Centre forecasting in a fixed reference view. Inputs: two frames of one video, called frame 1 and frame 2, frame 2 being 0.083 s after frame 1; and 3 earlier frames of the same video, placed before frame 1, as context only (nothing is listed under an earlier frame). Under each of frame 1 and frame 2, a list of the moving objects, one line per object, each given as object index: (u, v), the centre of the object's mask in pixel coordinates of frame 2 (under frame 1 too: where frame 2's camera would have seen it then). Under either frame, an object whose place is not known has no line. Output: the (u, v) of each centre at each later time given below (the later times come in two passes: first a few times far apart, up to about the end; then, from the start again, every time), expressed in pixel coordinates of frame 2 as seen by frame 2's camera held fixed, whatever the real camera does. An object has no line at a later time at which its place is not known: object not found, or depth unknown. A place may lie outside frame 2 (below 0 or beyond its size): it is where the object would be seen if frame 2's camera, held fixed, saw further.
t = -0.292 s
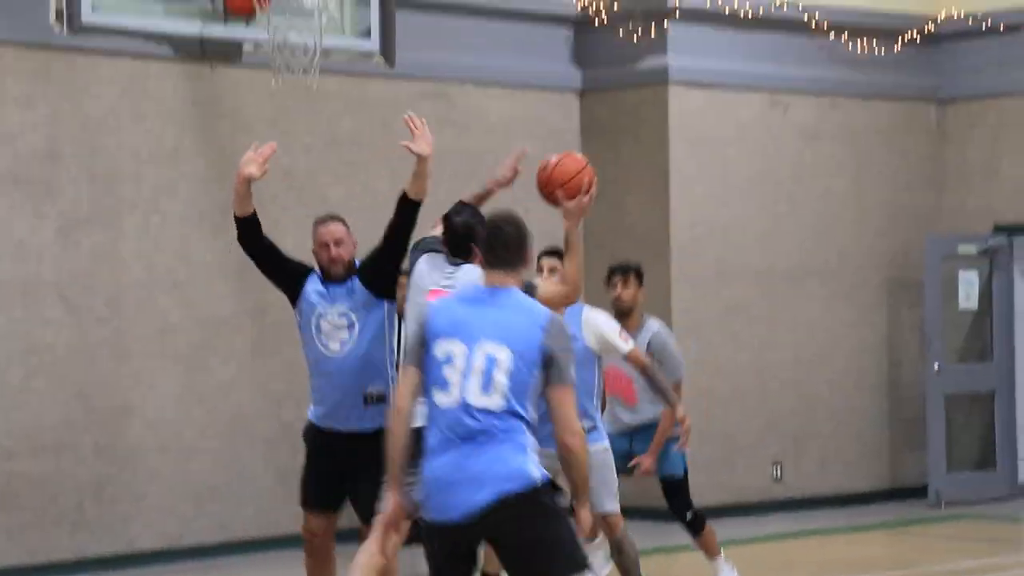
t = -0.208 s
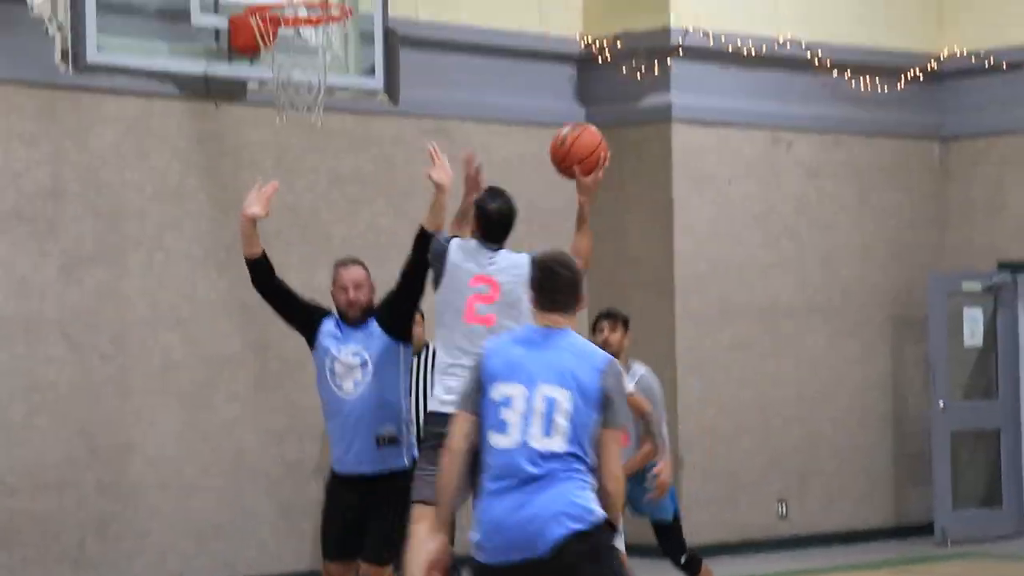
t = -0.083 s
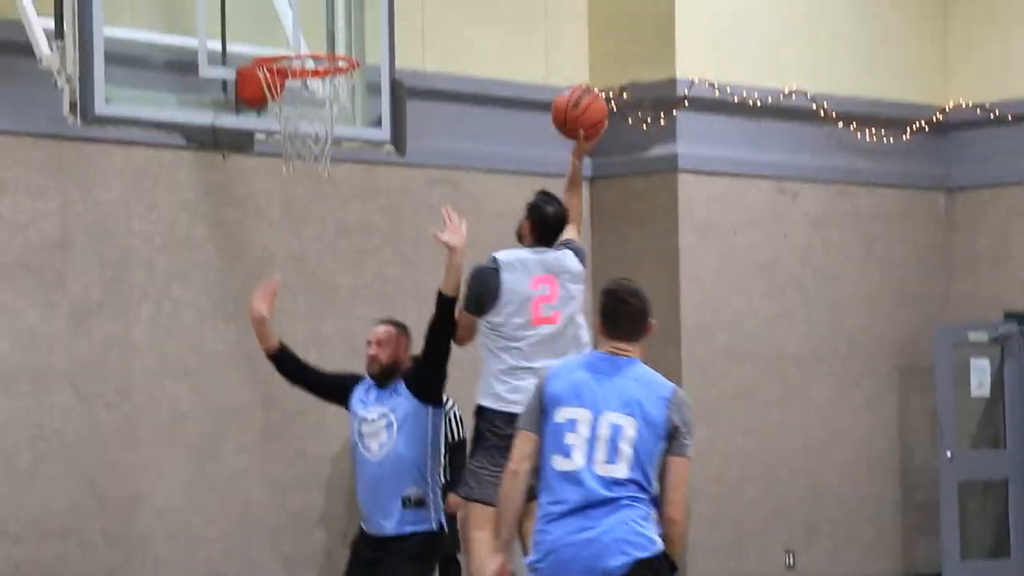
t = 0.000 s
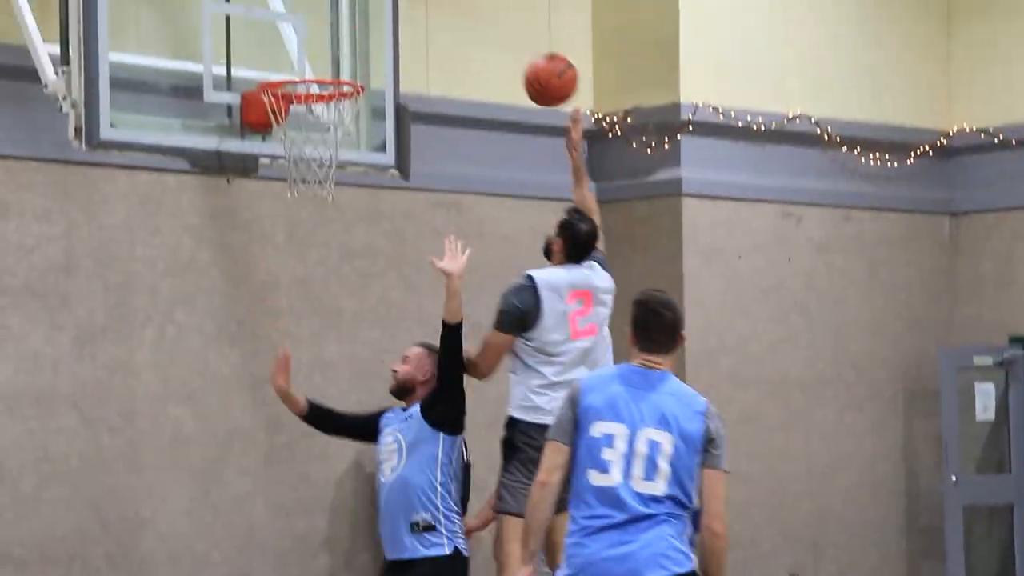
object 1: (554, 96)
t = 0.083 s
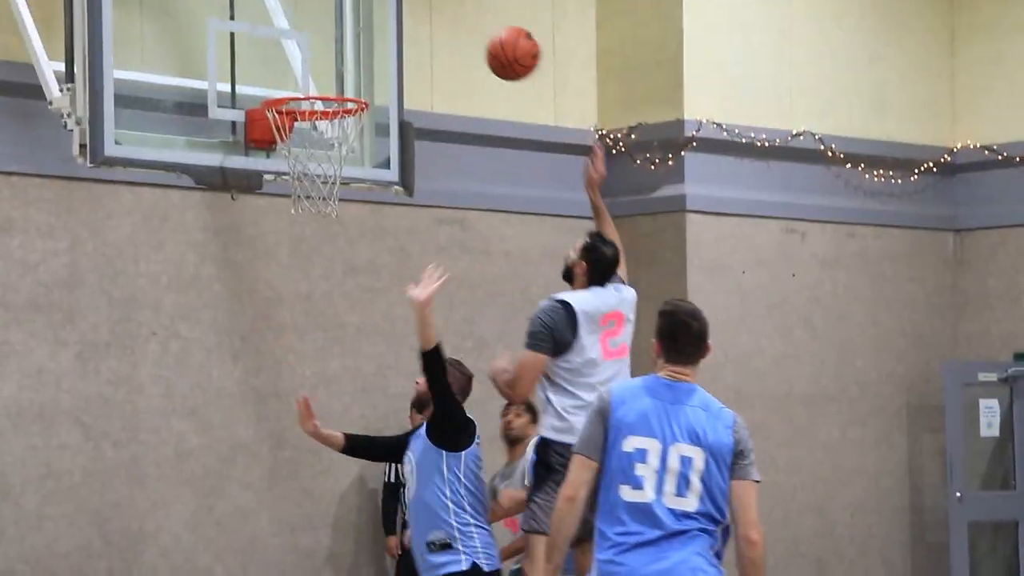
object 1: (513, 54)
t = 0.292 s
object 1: (414, 17)
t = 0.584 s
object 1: (294, 118)
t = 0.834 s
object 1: (327, 219)
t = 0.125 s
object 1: (492, 38)
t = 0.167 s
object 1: (472, 27)
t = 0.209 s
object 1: (453, 19)
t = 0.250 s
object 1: (434, 16)
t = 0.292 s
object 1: (414, 17)
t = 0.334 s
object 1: (395, 21)
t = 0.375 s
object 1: (376, 27)
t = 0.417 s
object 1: (357, 38)
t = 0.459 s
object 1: (340, 53)
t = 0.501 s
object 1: (321, 71)
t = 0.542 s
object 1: (304, 90)
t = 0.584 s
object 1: (294, 118)
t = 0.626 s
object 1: (293, 135)
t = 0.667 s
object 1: (299, 158)
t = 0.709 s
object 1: (304, 172)
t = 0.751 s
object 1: (312, 185)
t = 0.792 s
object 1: (320, 200)
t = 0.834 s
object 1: (327, 219)
